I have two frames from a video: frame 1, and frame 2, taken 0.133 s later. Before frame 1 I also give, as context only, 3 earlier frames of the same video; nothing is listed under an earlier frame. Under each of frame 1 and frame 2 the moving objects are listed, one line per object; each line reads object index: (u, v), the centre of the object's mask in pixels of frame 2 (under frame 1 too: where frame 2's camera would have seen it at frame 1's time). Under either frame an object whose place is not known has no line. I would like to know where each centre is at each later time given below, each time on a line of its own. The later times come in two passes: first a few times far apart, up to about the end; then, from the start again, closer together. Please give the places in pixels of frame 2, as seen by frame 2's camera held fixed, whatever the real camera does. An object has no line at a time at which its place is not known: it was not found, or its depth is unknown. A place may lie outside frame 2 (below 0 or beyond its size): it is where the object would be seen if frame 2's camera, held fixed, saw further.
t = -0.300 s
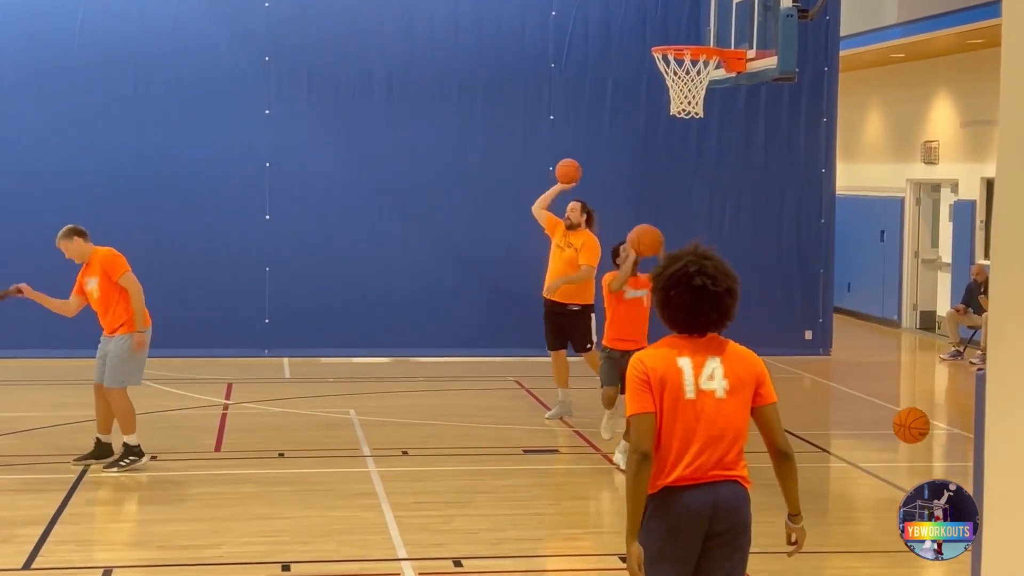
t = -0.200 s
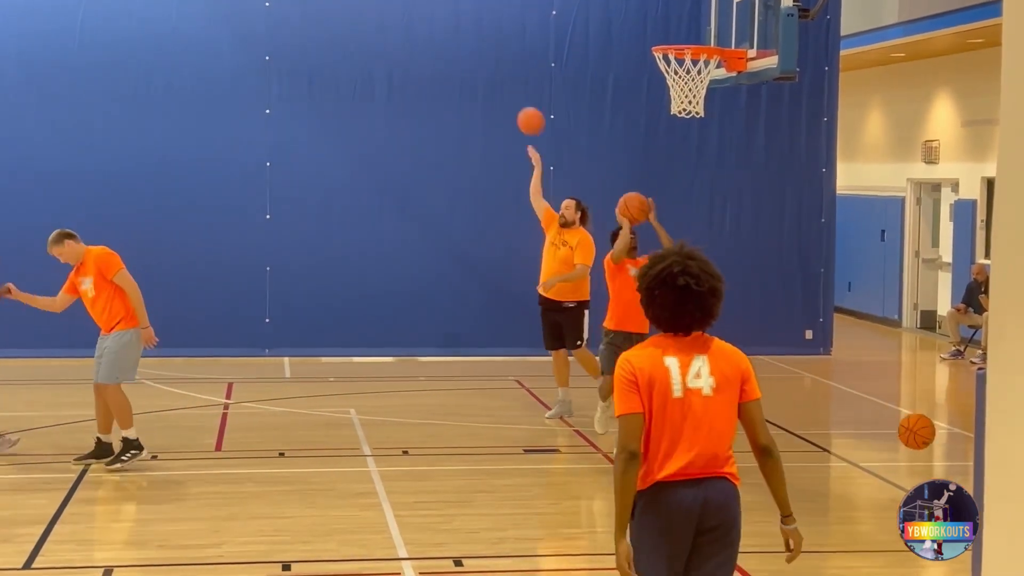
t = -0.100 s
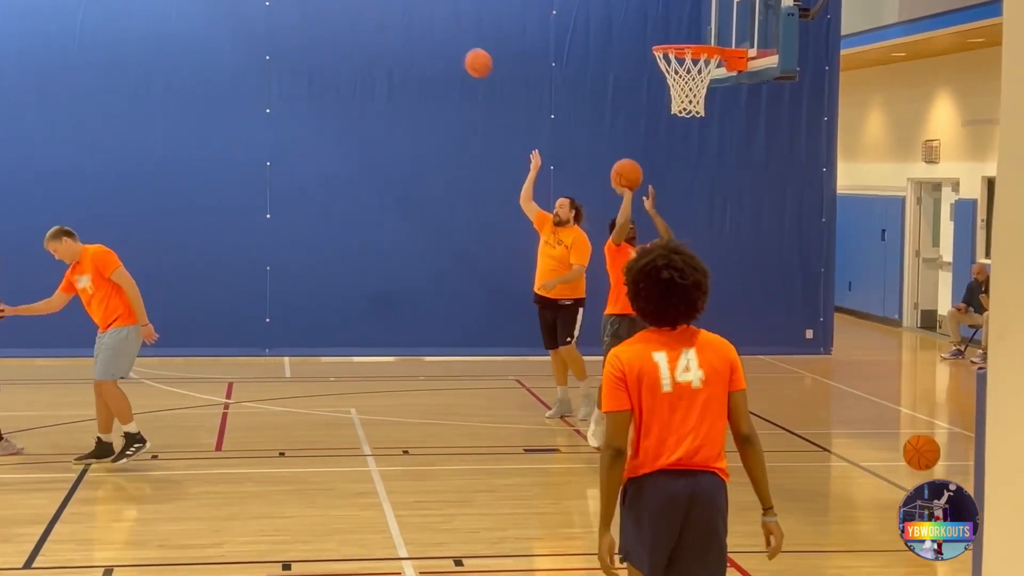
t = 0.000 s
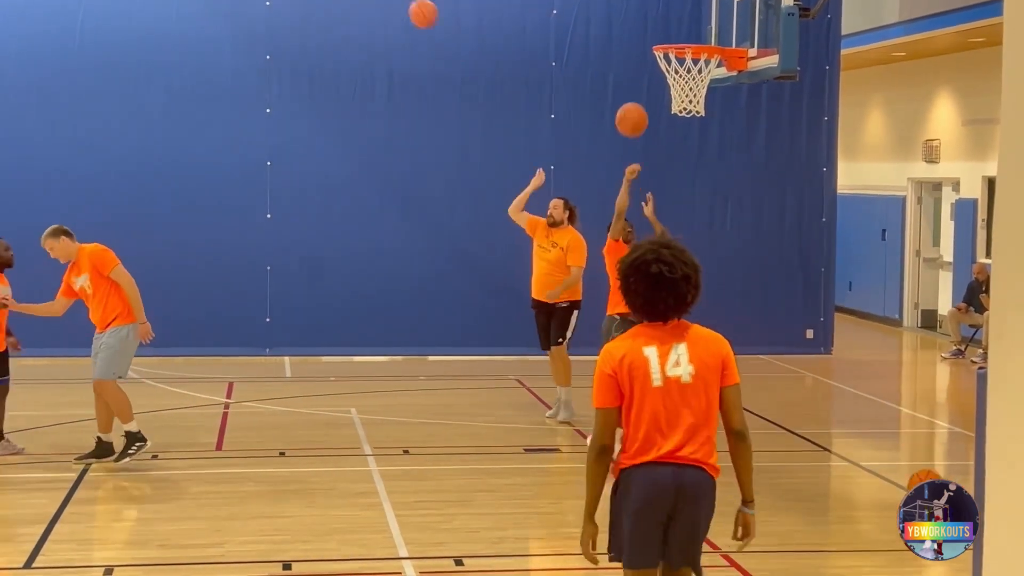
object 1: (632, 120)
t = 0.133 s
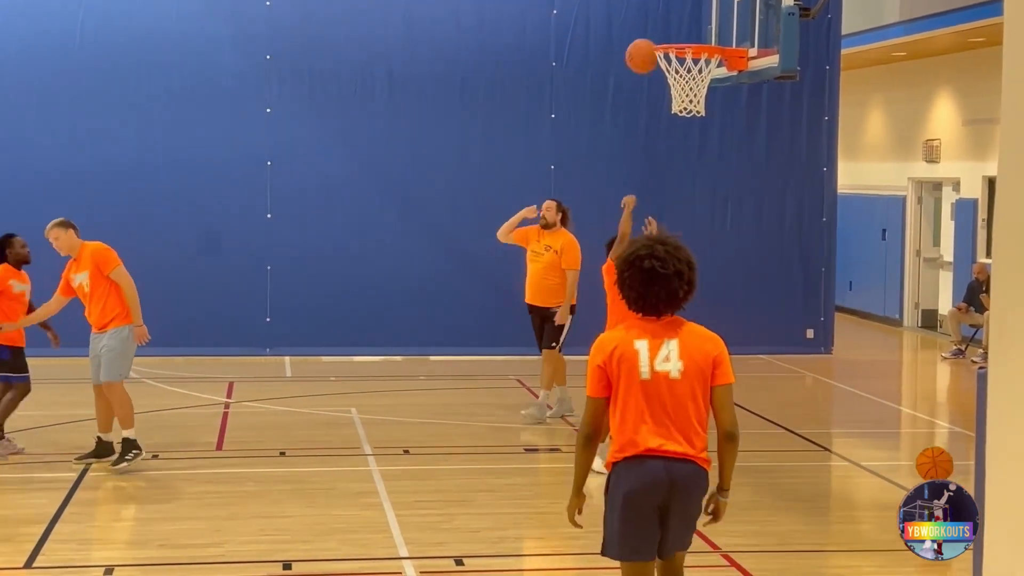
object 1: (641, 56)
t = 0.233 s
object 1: (650, 23)
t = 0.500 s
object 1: (669, 7)
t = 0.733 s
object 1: (677, 20)
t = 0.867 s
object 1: (672, 10)
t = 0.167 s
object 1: (643, 43)
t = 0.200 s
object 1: (647, 32)
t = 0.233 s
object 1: (650, 23)
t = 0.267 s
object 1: (652, 16)
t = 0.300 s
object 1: (654, 12)
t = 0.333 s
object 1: (657, 9)
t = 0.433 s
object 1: (664, 6)
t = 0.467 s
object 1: (666, 6)
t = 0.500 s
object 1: (669, 7)
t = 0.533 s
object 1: (671, 9)
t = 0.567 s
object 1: (673, 12)
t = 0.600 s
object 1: (675, 17)
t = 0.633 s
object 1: (677, 26)
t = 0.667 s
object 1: (679, 32)
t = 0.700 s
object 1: (678, 27)
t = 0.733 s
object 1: (677, 20)
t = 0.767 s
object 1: (676, 15)
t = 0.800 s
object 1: (675, 12)
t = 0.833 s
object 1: (673, 11)
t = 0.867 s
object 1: (672, 10)
